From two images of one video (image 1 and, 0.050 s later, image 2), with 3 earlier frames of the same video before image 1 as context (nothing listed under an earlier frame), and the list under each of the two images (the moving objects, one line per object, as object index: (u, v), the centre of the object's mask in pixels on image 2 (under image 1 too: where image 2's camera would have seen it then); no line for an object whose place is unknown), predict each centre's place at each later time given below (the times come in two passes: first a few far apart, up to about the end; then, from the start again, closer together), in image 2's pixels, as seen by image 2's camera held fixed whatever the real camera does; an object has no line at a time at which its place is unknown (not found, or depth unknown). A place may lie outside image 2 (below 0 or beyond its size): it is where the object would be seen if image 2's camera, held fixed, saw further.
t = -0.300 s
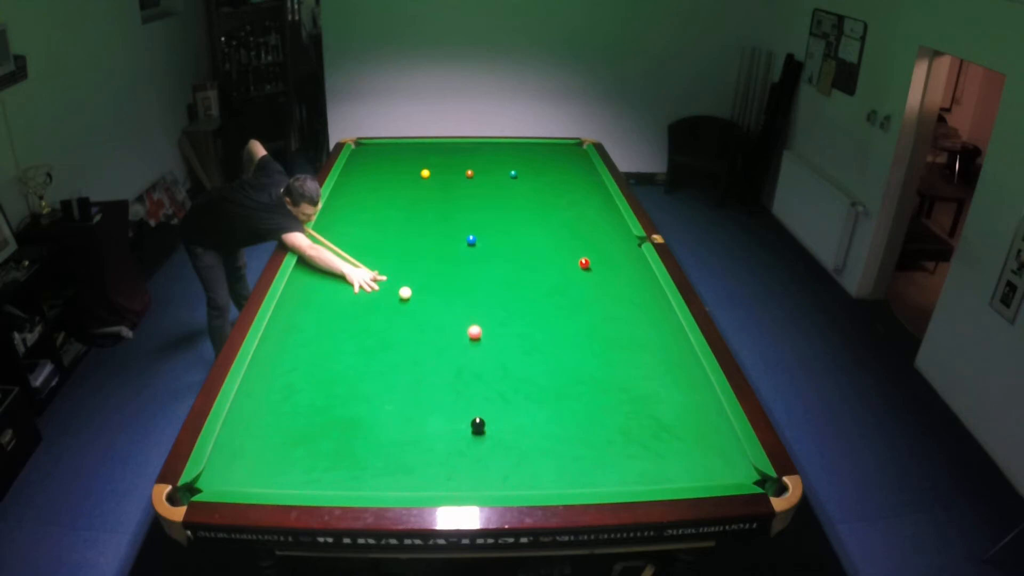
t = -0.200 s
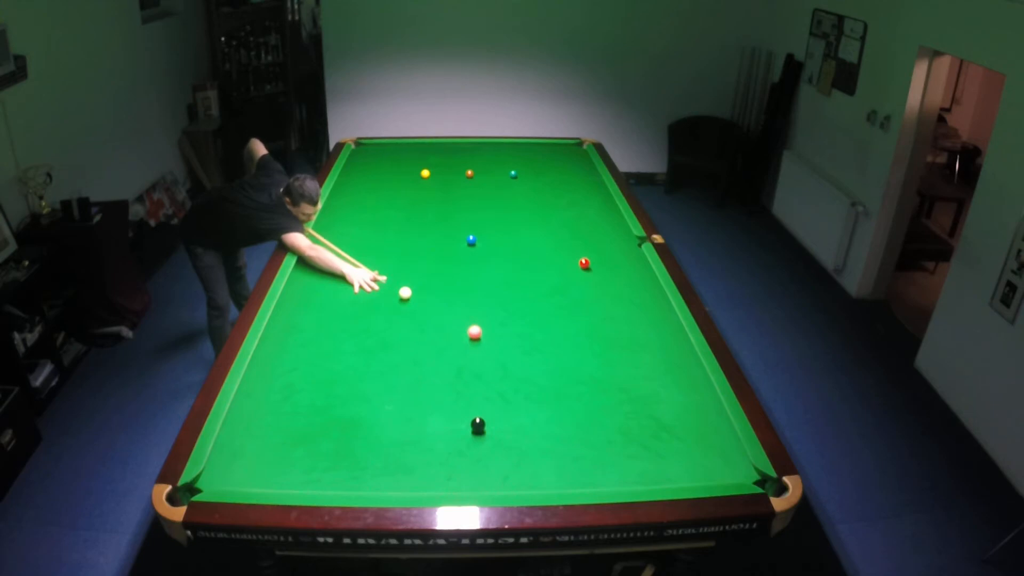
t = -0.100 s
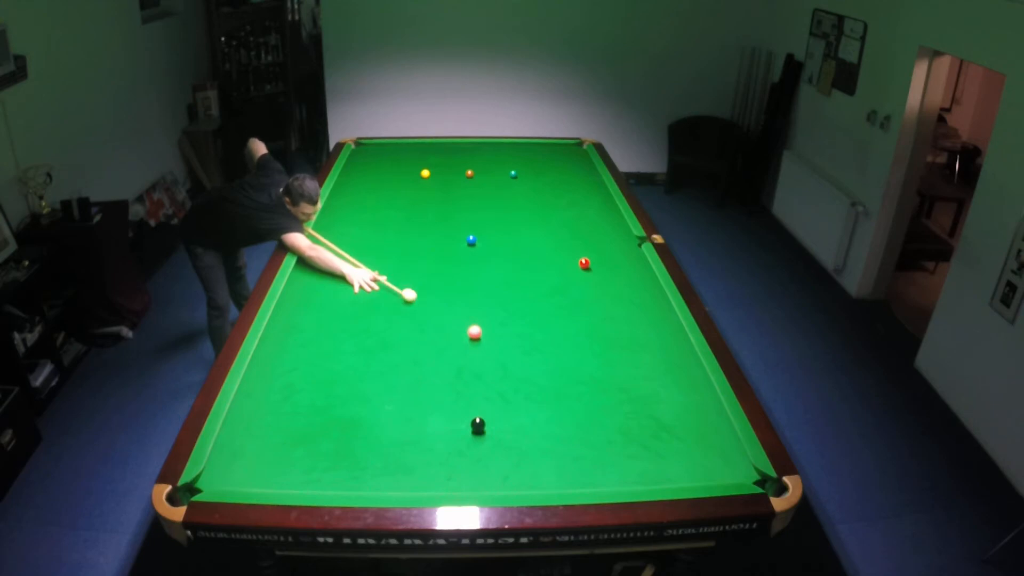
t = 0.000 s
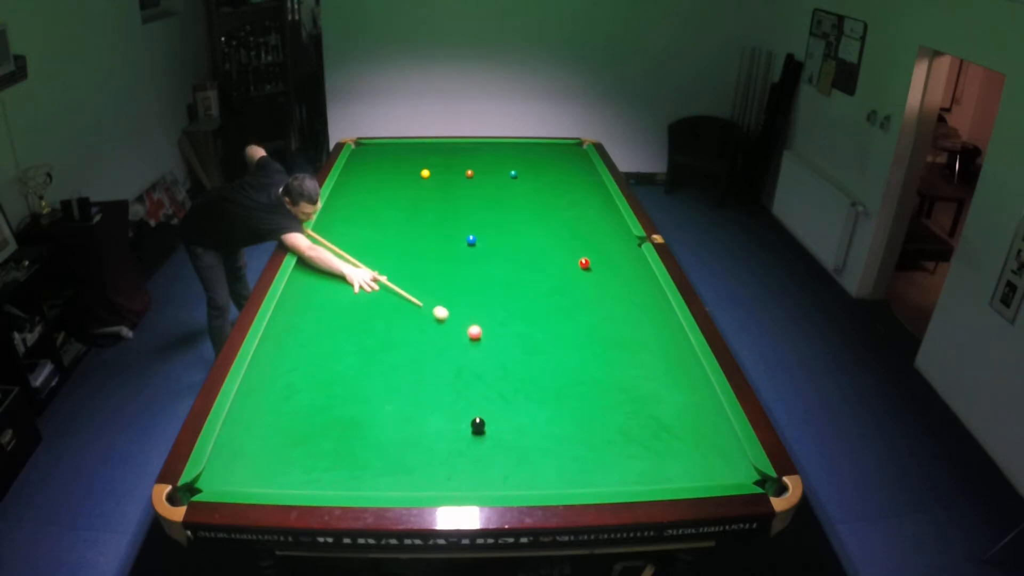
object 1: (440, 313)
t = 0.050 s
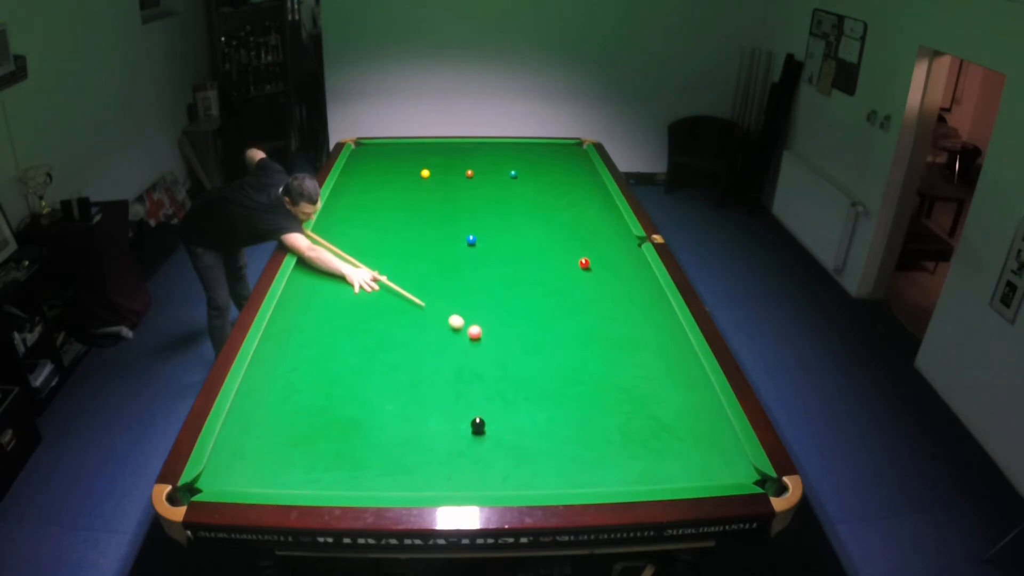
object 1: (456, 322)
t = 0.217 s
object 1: (464, 327)
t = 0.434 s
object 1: (461, 326)
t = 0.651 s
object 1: (459, 326)
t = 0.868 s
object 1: (459, 325)
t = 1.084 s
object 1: (459, 325)
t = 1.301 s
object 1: (459, 325)
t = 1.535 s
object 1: (459, 325)
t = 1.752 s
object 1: (459, 325)
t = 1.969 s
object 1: (459, 325)
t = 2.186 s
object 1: (459, 325)
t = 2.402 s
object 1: (459, 325)
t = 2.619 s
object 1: (459, 325)
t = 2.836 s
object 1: (459, 325)
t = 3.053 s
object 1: (459, 325)
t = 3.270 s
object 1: (459, 325)
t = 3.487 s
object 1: (459, 325)
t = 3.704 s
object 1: (459, 325)
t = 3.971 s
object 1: (458, 325)
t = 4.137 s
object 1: (459, 326)
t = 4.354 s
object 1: (459, 325)
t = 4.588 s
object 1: (459, 325)
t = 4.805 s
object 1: (459, 325)
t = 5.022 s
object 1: (459, 325)
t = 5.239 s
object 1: (459, 326)
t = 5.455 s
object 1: (459, 326)
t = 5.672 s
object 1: (459, 325)
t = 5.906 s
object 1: (459, 325)
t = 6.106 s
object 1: (459, 325)
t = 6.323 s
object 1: (458, 326)
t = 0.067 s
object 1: (461, 325)
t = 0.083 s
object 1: (464, 327)
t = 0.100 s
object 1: (465, 327)
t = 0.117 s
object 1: (465, 327)
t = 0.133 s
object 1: (465, 327)
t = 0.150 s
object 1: (465, 327)
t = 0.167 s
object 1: (464, 327)
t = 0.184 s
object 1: (464, 327)
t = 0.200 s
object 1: (464, 327)
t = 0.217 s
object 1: (464, 327)
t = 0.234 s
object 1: (463, 327)
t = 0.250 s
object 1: (463, 327)
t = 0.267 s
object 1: (463, 327)
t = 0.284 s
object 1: (463, 327)
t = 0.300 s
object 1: (462, 327)
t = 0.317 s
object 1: (462, 327)
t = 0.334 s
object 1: (462, 326)
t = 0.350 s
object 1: (462, 326)
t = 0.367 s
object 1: (462, 327)
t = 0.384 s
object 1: (461, 326)
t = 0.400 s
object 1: (461, 326)
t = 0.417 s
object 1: (461, 326)
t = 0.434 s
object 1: (461, 326)
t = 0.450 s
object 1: (461, 326)
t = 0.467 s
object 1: (461, 326)
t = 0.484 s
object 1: (460, 326)
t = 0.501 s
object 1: (460, 326)
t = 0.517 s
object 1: (460, 326)
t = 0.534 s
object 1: (460, 326)
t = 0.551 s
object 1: (460, 326)
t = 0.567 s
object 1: (460, 326)
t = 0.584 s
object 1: (460, 326)
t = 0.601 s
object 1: (459, 326)
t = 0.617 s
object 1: (459, 326)
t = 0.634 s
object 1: (459, 326)
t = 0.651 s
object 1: (459, 326)
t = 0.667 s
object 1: (459, 326)
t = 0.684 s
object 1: (459, 326)
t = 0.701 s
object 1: (459, 326)
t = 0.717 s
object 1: (459, 326)
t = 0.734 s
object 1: (459, 326)
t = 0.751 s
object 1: (459, 326)
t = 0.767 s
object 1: (459, 326)
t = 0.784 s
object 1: (459, 326)
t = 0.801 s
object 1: (459, 325)
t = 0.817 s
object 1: (459, 325)
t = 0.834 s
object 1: (459, 325)
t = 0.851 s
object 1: (459, 325)
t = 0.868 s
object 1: (459, 325)
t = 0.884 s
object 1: (459, 325)
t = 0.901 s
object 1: (459, 325)
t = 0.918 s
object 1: (459, 325)
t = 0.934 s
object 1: (459, 325)
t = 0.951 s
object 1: (459, 325)
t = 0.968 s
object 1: (459, 325)
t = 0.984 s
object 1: (459, 325)
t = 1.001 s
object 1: (459, 325)
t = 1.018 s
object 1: (459, 325)
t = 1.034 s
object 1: (459, 325)
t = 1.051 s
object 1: (459, 325)
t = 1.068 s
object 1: (459, 325)
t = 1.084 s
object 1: (459, 325)
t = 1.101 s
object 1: (459, 325)
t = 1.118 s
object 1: (459, 325)
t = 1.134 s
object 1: (459, 325)
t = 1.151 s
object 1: (459, 325)
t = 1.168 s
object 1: (459, 325)
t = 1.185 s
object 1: (459, 325)
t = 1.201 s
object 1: (459, 325)
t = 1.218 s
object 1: (459, 325)
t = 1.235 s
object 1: (459, 325)
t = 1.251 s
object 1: (459, 325)
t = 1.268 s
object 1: (459, 325)
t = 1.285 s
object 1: (459, 325)
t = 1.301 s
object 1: (459, 325)
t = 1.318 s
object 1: (459, 325)
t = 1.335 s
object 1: (459, 325)
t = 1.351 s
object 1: (459, 325)
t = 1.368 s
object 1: (459, 325)
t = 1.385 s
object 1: (459, 325)
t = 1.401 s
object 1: (459, 325)
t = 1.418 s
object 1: (459, 325)
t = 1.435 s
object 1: (459, 325)
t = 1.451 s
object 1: (459, 325)
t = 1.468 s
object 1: (459, 325)
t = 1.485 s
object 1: (459, 325)
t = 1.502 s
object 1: (459, 325)
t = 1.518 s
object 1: (459, 325)
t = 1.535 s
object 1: (459, 325)
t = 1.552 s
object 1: (459, 325)
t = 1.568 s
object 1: (459, 325)
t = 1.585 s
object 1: (459, 325)
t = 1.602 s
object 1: (459, 325)
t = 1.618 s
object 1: (459, 325)
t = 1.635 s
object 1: (459, 325)
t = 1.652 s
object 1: (459, 325)
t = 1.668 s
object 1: (459, 325)
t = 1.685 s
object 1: (459, 325)
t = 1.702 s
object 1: (459, 325)
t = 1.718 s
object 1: (459, 325)
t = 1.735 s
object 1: (459, 325)
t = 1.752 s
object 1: (459, 325)
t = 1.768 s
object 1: (459, 325)
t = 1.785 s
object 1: (459, 325)
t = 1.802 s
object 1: (459, 325)
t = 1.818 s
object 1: (459, 325)
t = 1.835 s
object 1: (459, 325)
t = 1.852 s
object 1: (459, 325)
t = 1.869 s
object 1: (459, 325)
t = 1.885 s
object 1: (459, 325)
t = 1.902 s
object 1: (459, 325)
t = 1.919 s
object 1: (459, 325)
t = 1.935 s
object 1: (459, 325)
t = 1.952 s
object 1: (459, 325)
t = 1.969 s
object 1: (459, 325)
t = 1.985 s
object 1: (459, 325)
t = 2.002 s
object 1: (459, 325)
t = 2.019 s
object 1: (459, 325)
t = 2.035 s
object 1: (459, 325)
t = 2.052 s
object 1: (459, 325)
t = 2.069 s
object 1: (459, 325)
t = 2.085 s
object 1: (459, 325)
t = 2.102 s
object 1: (459, 325)
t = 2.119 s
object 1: (459, 325)
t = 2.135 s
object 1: (459, 325)
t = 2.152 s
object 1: (459, 325)
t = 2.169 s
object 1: (459, 325)
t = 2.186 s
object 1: (459, 325)
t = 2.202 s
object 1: (459, 325)
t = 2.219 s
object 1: (459, 325)
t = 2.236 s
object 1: (459, 325)
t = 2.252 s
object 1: (459, 325)
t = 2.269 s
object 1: (459, 325)
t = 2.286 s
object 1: (459, 325)
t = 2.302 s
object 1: (459, 325)
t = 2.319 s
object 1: (459, 325)
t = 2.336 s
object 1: (459, 325)
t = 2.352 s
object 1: (459, 325)
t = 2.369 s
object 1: (459, 325)
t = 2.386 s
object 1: (459, 325)
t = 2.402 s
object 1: (459, 325)
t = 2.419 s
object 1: (459, 325)
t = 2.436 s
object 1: (459, 325)
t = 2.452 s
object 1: (459, 325)
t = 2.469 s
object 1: (459, 325)
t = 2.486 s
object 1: (459, 325)
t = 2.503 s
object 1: (459, 325)
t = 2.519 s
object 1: (459, 325)
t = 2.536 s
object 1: (459, 325)
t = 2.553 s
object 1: (459, 325)
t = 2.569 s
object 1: (459, 325)
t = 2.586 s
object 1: (459, 325)
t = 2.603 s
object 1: (459, 325)
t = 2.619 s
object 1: (459, 325)
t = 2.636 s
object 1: (459, 325)
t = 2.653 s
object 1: (459, 325)
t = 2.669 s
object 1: (459, 325)
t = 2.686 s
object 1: (459, 325)
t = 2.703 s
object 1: (459, 325)
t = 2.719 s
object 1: (459, 325)
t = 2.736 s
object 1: (459, 325)
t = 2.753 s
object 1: (459, 325)
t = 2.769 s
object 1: (459, 325)
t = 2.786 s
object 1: (459, 325)
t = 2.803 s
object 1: (459, 325)
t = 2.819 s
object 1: (459, 325)
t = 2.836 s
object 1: (459, 325)
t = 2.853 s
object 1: (459, 325)
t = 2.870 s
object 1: (459, 325)
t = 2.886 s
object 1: (459, 325)
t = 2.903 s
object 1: (459, 325)
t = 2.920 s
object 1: (459, 325)
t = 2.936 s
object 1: (459, 325)
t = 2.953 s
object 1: (459, 325)
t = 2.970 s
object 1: (459, 325)
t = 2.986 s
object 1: (459, 325)
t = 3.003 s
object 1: (459, 325)
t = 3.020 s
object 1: (459, 325)
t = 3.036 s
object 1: (459, 325)
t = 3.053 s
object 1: (459, 325)
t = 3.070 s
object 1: (459, 325)
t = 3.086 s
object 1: (459, 325)
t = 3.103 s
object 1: (459, 325)
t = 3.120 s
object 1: (459, 325)
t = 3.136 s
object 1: (459, 325)
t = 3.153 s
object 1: (459, 325)
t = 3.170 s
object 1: (459, 325)
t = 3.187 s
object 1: (459, 325)
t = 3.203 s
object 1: (459, 325)
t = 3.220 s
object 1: (459, 325)
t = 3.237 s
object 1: (459, 325)
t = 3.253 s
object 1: (459, 325)
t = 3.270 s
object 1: (459, 325)
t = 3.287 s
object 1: (459, 325)
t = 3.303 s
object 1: (459, 325)
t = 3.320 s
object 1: (459, 325)
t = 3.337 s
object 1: (459, 325)
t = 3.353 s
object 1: (459, 325)
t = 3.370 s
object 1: (459, 325)
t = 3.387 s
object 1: (459, 325)
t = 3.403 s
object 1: (459, 325)
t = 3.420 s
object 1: (459, 325)
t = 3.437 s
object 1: (459, 325)
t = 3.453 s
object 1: (459, 325)
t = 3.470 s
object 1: (459, 325)
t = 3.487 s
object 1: (459, 325)
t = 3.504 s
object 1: (459, 325)
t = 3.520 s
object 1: (459, 325)
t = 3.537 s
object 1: (459, 325)
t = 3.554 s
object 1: (459, 325)
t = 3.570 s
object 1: (459, 325)
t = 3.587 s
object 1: (459, 325)
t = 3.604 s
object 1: (459, 325)
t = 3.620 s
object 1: (459, 325)
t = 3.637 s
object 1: (459, 325)
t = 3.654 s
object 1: (459, 325)
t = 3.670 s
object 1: (459, 325)
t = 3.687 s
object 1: (459, 325)
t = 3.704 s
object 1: (459, 325)
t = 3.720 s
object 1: (459, 325)
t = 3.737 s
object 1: (459, 325)
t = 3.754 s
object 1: (459, 325)
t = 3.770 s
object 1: (459, 325)
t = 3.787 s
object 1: (459, 325)
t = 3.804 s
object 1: (462, 324)
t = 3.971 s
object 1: (458, 325)
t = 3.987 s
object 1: (459, 325)
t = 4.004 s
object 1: (459, 325)
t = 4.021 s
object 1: (459, 325)
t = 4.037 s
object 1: (459, 325)
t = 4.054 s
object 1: (459, 325)
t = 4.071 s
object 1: (459, 325)
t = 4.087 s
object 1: (459, 325)
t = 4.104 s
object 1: (459, 325)
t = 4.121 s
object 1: (459, 325)
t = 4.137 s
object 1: (459, 326)
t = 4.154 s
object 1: (459, 326)
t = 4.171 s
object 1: (459, 326)
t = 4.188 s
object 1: (459, 326)
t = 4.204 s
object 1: (459, 326)
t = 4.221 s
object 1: (459, 326)
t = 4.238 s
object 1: (459, 326)
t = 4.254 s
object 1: (459, 326)
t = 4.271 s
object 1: (459, 326)
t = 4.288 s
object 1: (459, 326)
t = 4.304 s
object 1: (459, 326)
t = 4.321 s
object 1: (459, 326)
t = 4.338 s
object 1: (459, 325)
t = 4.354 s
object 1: (459, 325)
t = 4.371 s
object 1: (459, 325)
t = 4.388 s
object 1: (459, 325)
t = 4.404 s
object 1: (459, 325)
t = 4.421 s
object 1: (459, 325)
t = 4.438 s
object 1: (459, 325)
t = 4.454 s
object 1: (459, 325)
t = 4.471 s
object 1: (459, 325)
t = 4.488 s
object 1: (459, 325)
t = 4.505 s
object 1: (459, 325)
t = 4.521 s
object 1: (459, 325)
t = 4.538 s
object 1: (459, 325)
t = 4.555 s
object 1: (459, 325)
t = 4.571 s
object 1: (459, 325)
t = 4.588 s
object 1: (459, 325)
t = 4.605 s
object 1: (459, 325)
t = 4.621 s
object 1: (459, 325)
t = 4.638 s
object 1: (459, 325)
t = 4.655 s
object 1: (459, 325)
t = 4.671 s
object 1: (459, 325)
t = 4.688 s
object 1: (459, 325)
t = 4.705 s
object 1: (459, 325)
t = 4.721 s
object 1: (459, 325)
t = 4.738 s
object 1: (459, 325)
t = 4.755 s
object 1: (459, 325)
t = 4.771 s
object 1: (459, 325)
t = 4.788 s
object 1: (459, 325)
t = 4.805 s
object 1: (459, 325)
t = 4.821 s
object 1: (459, 326)
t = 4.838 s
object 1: (459, 326)
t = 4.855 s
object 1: (459, 326)
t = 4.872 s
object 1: (459, 326)
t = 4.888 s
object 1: (459, 326)
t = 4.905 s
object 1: (459, 326)
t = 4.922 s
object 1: (459, 326)
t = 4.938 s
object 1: (459, 326)
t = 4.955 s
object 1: (459, 326)
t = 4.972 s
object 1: (459, 326)
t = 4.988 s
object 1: (459, 325)
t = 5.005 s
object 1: (459, 326)
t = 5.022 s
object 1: (459, 325)
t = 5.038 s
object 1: (459, 326)
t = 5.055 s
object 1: (459, 325)
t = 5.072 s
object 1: (459, 325)
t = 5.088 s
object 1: (459, 325)
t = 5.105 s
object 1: (459, 325)
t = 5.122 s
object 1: (459, 325)
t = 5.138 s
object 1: (459, 325)
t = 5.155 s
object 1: (459, 325)
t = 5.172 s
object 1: (459, 326)
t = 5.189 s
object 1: (459, 326)
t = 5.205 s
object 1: (459, 325)
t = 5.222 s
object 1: (459, 325)
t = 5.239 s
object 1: (459, 326)
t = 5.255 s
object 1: (459, 326)
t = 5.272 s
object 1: (459, 326)
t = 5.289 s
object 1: (459, 326)
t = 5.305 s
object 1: (459, 326)
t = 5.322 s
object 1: (459, 326)
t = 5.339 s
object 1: (459, 326)
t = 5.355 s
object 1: (459, 326)
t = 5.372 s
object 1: (459, 325)
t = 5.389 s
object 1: (459, 326)
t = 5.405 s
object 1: (459, 325)
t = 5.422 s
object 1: (459, 325)
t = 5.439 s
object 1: (459, 326)
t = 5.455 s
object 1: (459, 326)
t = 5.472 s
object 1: (459, 326)
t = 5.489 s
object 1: (459, 325)
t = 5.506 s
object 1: (459, 326)
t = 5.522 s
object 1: (459, 326)
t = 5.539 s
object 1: (459, 325)
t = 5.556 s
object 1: (459, 325)
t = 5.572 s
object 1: (459, 325)
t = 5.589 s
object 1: (459, 325)
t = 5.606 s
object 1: (459, 326)
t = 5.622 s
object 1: (459, 325)
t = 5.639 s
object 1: (459, 326)
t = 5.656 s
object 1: (459, 326)
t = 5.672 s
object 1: (459, 325)
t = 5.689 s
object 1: (459, 326)
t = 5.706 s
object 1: (459, 326)
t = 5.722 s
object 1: (459, 325)
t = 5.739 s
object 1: (459, 326)
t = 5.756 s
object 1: (459, 325)
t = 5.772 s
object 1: (459, 325)
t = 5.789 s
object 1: (459, 325)
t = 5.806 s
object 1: (459, 325)
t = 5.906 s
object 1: (459, 325)
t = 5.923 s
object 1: (459, 325)
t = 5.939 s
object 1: (459, 325)
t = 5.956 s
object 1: (459, 325)
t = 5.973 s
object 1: (459, 325)
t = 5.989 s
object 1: (459, 325)
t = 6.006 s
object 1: (459, 325)
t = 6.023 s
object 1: (459, 325)
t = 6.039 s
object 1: (459, 325)
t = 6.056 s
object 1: (459, 325)
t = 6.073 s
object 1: (459, 325)
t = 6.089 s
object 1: (459, 325)
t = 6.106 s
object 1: (459, 325)
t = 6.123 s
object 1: (459, 325)
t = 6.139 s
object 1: (459, 325)
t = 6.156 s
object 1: (459, 325)
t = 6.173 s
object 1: (459, 325)
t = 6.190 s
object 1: (459, 326)
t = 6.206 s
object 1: (459, 326)
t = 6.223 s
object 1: (459, 326)
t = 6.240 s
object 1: (459, 325)
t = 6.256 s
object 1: (459, 326)
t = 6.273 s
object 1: (459, 326)
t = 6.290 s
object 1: (459, 326)
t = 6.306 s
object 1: (459, 326)
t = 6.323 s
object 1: (458, 326)
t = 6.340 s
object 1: (457, 326)
